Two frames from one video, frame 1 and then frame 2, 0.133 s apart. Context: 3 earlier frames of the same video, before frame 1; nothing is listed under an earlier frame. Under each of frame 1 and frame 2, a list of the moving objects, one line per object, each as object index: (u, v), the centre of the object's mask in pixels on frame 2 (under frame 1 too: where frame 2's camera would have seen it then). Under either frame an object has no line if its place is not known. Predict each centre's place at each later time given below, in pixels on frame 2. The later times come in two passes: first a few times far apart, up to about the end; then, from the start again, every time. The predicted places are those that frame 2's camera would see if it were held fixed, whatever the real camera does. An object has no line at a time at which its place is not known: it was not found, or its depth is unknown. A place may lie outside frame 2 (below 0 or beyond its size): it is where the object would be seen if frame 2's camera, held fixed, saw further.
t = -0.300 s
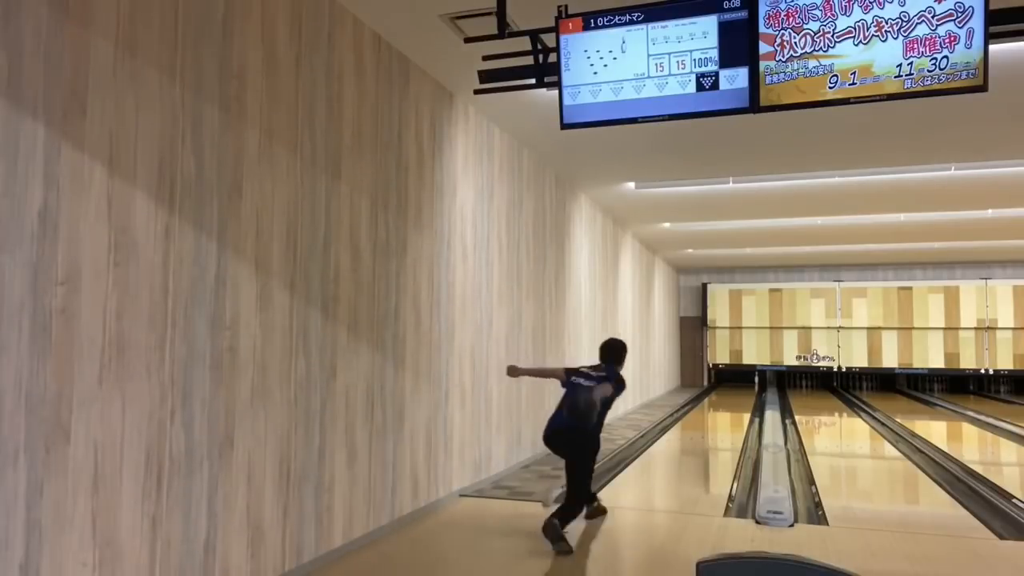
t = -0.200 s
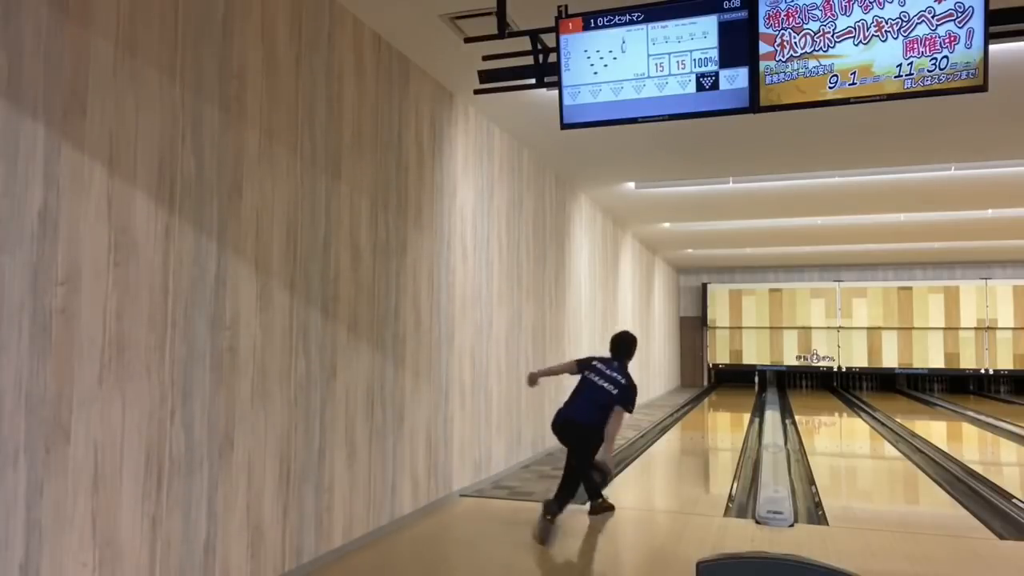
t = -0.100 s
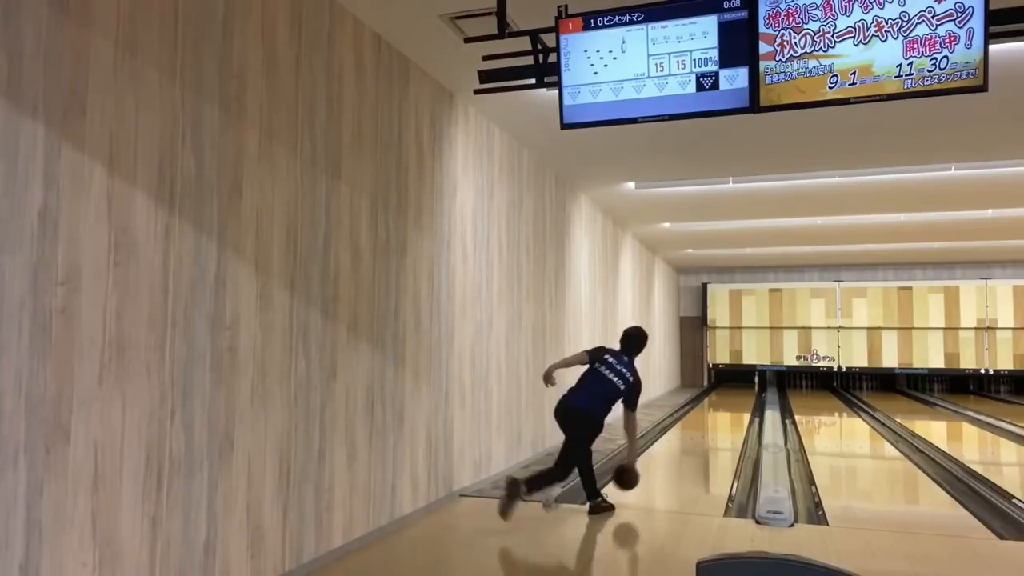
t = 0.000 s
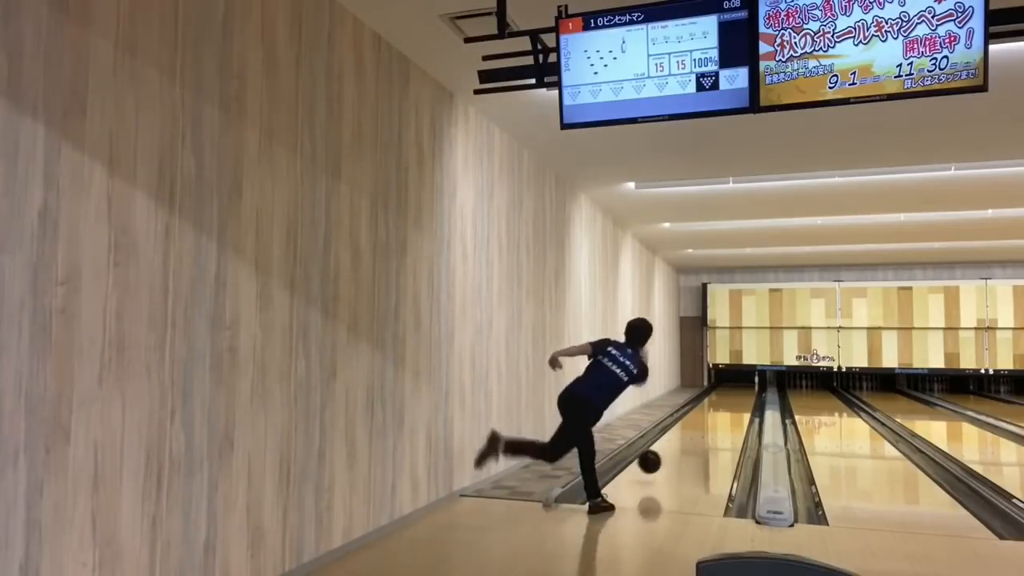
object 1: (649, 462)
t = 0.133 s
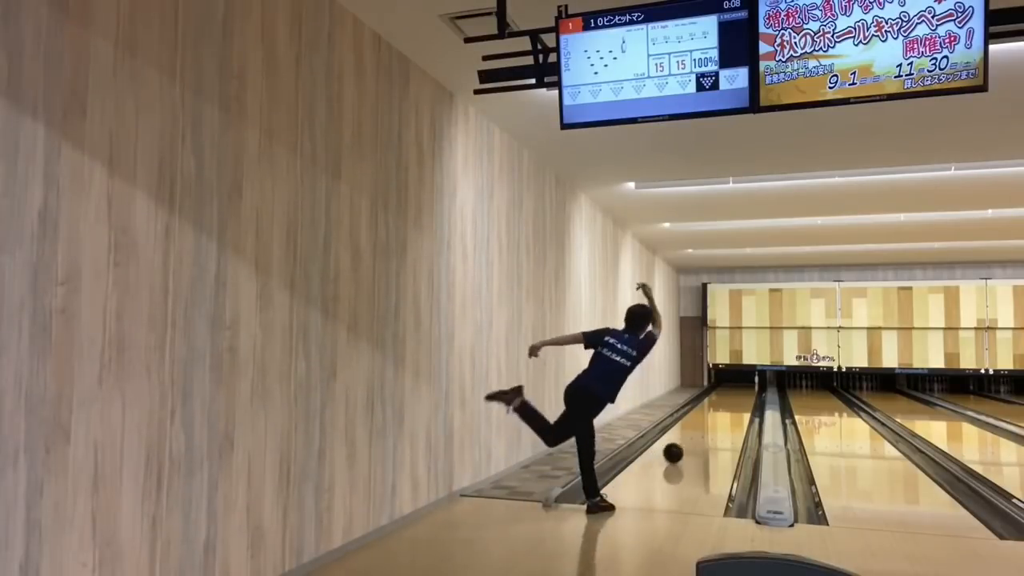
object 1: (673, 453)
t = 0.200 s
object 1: (682, 446)
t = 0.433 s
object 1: (706, 426)
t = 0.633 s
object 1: (720, 414)
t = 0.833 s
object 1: (731, 405)
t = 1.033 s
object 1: (739, 399)
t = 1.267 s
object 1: (746, 394)
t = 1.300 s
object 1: (747, 393)
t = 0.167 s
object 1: (677, 450)
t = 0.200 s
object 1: (682, 446)
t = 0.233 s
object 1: (686, 443)
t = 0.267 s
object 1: (690, 440)
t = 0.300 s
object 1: (693, 436)
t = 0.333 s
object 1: (697, 434)
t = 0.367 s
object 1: (700, 431)
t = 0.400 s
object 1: (703, 429)
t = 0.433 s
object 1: (706, 426)
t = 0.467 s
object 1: (709, 424)
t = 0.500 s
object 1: (711, 422)
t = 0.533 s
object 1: (714, 420)
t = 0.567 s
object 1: (716, 418)
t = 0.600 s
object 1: (718, 416)
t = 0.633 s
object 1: (720, 414)
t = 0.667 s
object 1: (723, 413)
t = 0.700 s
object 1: (724, 411)
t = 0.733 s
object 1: (726, 410)
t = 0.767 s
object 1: (728, 408)
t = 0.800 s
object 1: (729, 407)
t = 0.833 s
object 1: (731, 405)
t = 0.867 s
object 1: (733, 404)
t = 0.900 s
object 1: (734, 403)
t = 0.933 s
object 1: (736, 402)
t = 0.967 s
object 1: (737, 401)
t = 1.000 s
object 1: (738, 400)
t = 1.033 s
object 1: (739, 399)
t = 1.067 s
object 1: (740, 398)
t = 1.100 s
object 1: (741, 397)
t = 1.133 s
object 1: (742, 397)
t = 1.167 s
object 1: (743, 396)
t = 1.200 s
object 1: (744, 395)
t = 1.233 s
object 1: (745, 394)
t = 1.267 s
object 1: (746, 394)
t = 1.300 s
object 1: (747, 393)
